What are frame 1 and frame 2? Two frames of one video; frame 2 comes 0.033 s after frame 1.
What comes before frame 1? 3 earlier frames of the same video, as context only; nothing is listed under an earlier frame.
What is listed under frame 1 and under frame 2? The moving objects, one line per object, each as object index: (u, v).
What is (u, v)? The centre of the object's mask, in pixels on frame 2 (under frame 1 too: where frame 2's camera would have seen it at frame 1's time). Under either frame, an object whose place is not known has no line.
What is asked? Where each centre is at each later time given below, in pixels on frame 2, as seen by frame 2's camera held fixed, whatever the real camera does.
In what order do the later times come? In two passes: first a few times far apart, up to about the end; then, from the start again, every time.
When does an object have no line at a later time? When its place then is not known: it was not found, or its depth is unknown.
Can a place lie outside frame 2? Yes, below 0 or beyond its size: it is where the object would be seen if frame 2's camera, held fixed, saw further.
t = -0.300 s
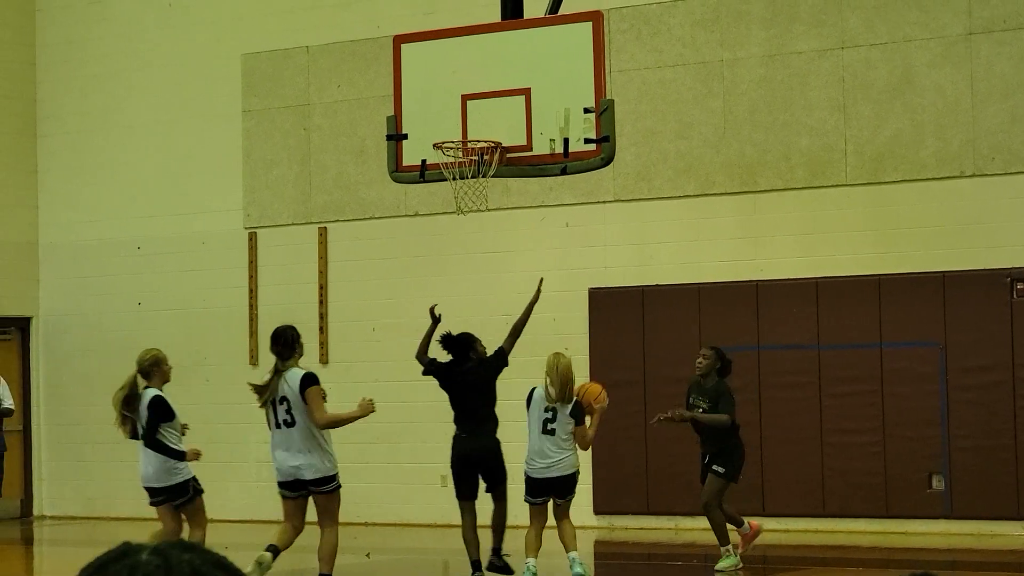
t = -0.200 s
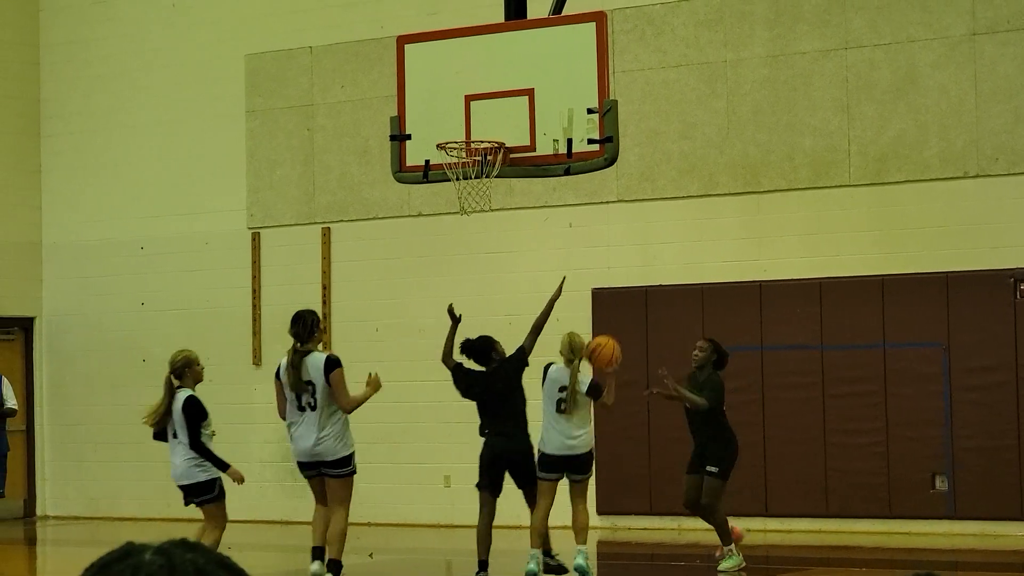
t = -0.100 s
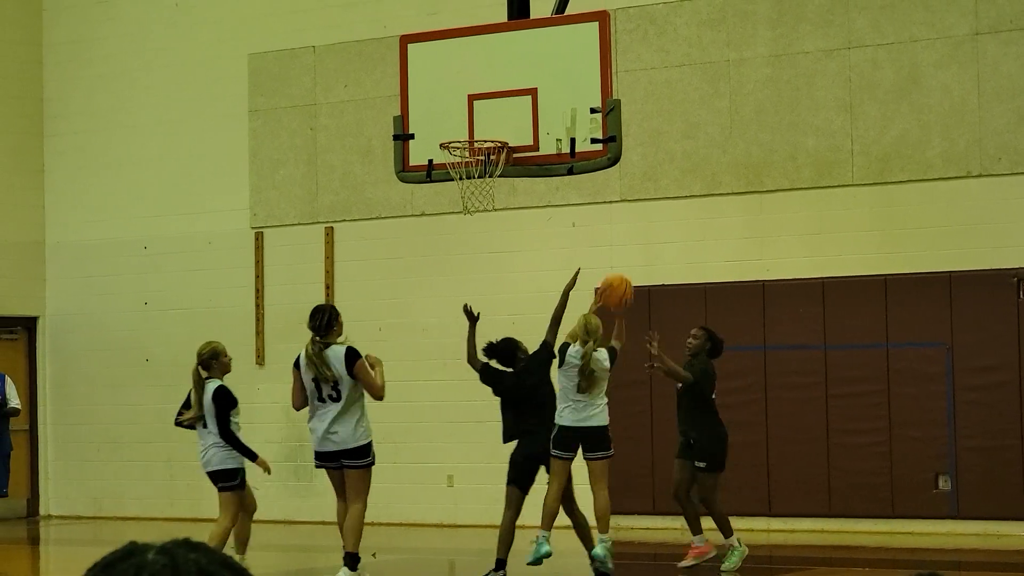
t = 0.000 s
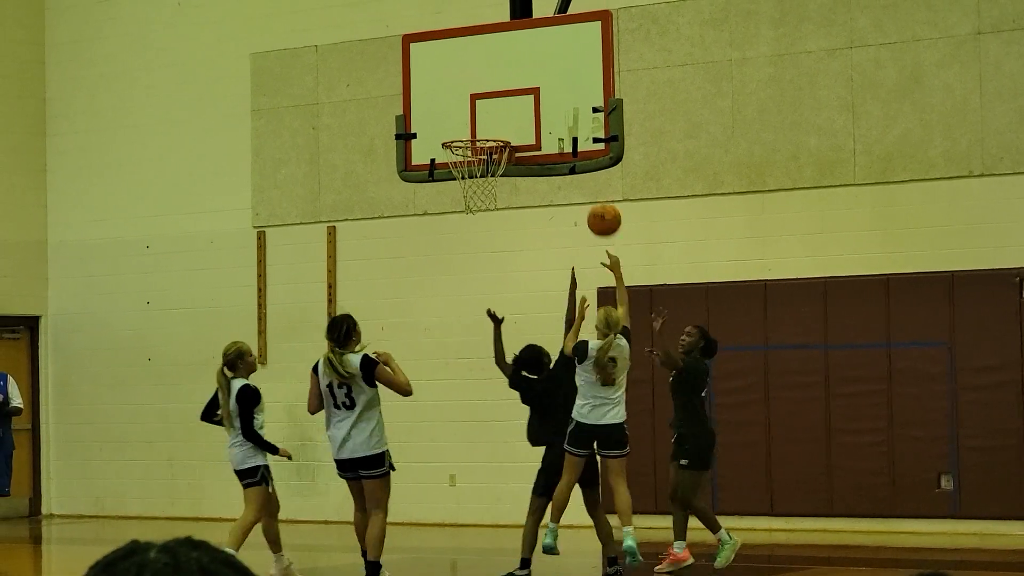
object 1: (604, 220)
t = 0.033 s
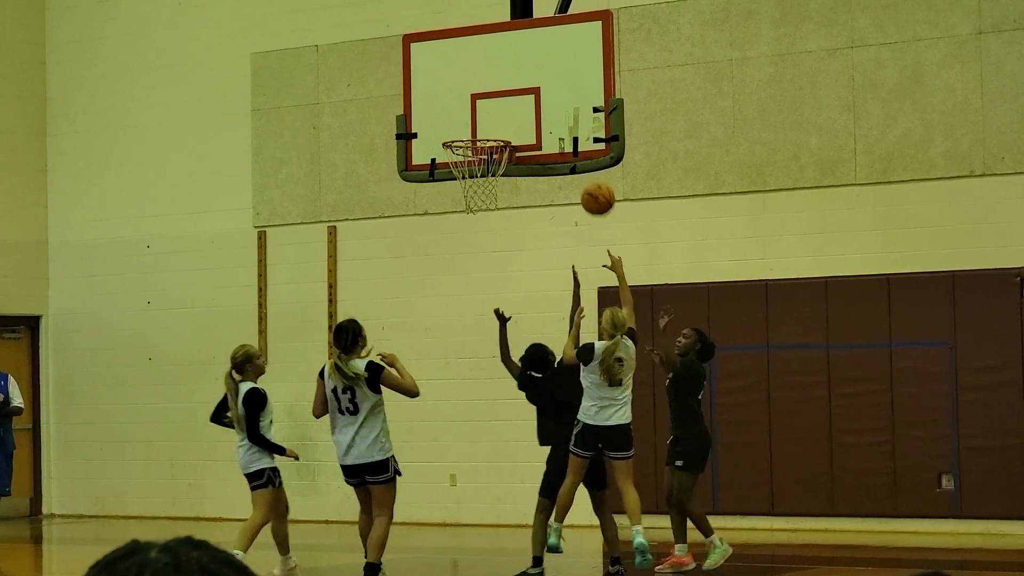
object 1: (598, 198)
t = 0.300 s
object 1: (546, 93)
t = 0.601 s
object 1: (486, 88)
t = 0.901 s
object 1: (462, 101)
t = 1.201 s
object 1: (480, 126)
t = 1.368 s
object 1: (485, 169)
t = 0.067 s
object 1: (590, 178)
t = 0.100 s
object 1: (585, 164)
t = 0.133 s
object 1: (578, 147)
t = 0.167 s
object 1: (571, 133)
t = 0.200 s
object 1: (565, 121)
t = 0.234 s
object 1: (558, 110)
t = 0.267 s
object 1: (552, 100)
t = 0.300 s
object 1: (546, 93)
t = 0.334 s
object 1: (540, 86)
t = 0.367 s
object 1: (533, 81)
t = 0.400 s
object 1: (528, 79)
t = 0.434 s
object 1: (523, 77)
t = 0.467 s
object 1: (516, 77)
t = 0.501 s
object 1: (508, 77)
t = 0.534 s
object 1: (501, 79)
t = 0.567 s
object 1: (494, 83)
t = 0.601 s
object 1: (486, 88)
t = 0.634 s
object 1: (480, 94)
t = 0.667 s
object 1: (472, 102)
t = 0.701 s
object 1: (465, 112)
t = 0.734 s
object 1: (457, 123)
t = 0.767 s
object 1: (454, 126)
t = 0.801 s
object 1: (456, 119)
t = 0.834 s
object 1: (458, 111)
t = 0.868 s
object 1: (460, 105)
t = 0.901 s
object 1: (462, 101)
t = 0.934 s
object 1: (464, 98)
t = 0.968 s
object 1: (466, 96)
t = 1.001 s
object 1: (468, 96)
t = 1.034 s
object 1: (470, 97)
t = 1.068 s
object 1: (472, 100)
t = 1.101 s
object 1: (474, 104)
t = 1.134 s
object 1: (476, 110)
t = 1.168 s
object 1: (478, 117)
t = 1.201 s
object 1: (480, 126)
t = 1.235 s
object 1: (481, 132)
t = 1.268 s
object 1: (482, 139)
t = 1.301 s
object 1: (484, 148)
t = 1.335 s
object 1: (485, 158)
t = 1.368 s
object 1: (485, 169)
